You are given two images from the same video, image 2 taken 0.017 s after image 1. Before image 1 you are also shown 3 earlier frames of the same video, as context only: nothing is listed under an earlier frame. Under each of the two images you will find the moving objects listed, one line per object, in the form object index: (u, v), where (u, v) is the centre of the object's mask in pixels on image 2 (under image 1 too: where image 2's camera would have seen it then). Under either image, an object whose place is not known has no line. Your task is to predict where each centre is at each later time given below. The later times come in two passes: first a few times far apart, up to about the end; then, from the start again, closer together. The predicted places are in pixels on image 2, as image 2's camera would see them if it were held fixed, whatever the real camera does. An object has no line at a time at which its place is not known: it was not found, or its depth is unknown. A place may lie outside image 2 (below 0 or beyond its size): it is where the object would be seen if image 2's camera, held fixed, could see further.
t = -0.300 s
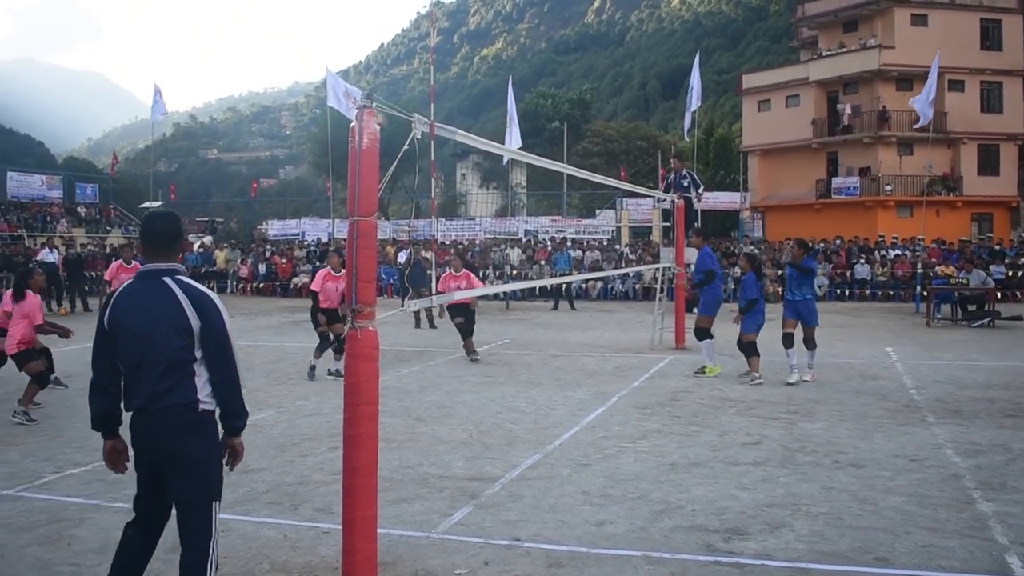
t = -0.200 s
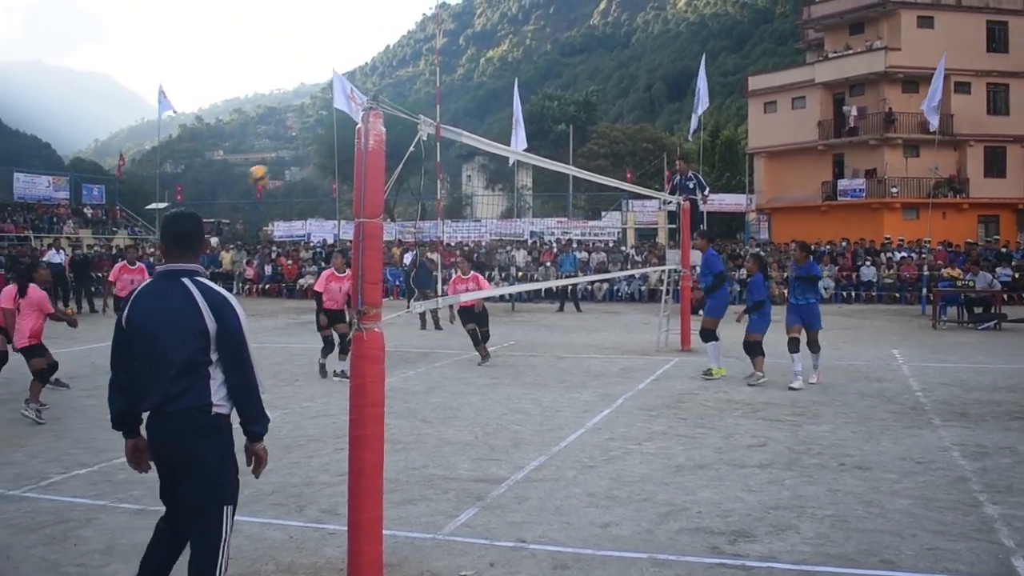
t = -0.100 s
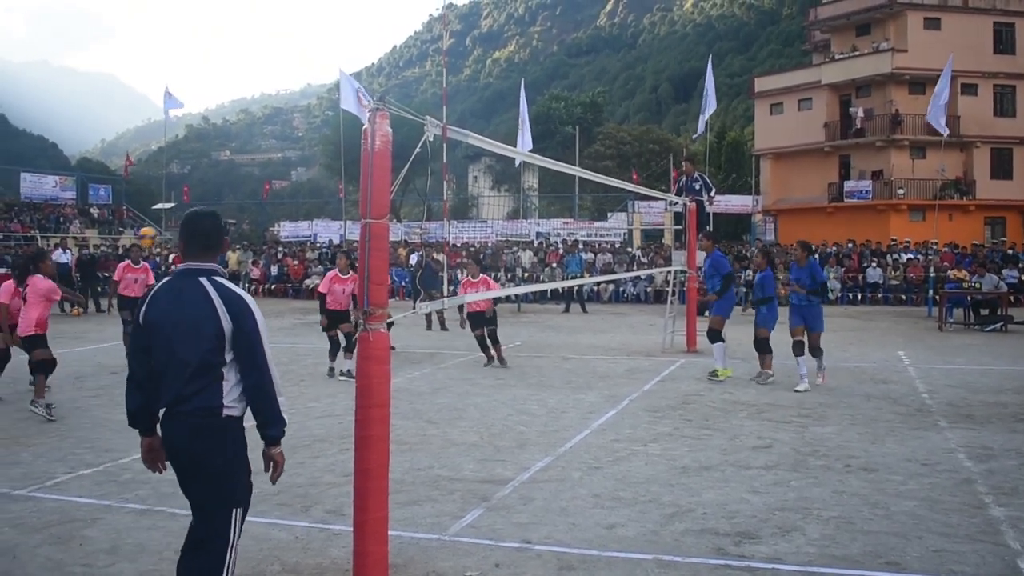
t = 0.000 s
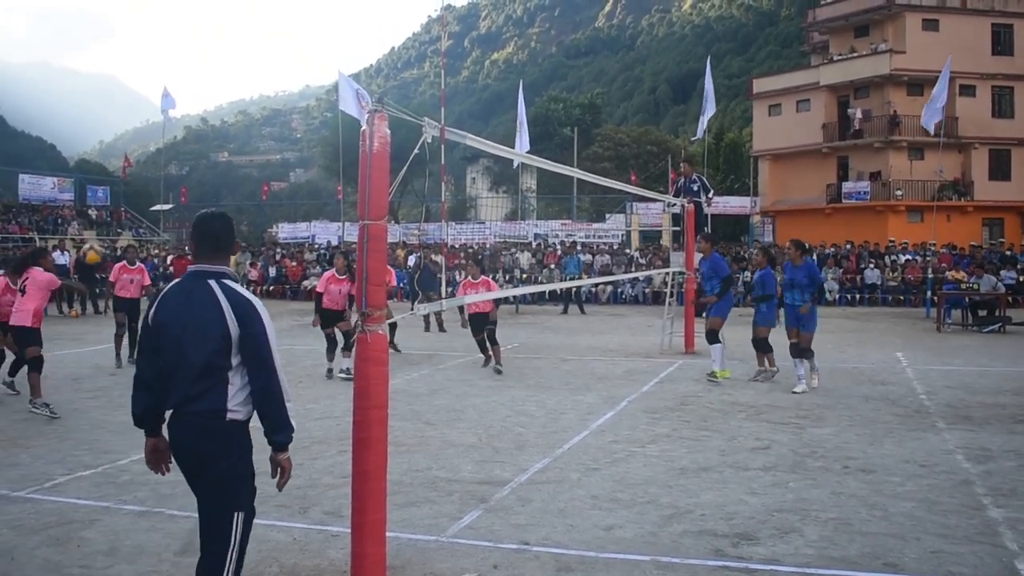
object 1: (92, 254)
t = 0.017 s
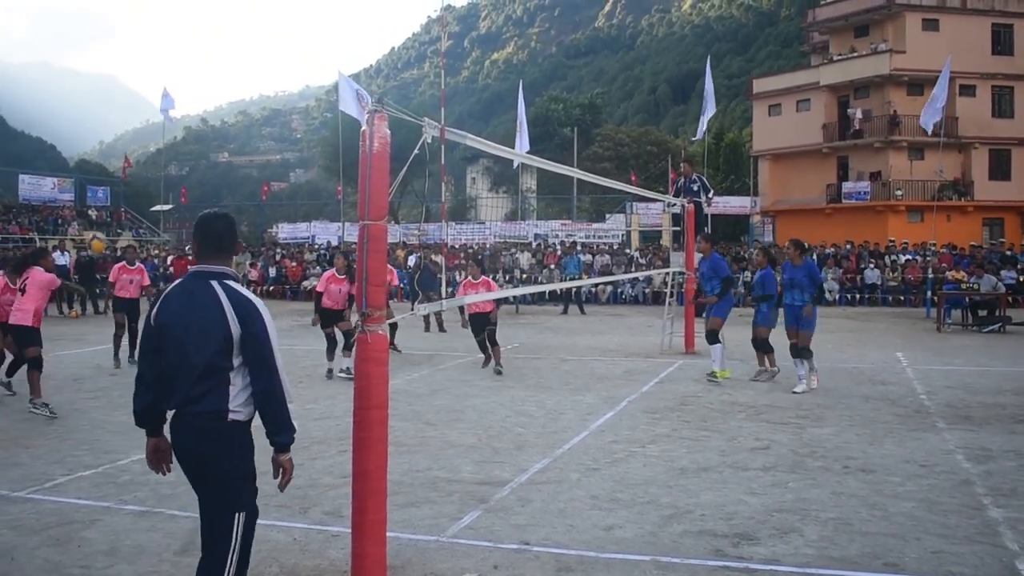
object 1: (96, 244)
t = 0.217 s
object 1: (168, 125)
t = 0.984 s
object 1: (443, 29)
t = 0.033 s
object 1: (103, 231)
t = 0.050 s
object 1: (109, 219)
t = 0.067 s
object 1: (115, 209)
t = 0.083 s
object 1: (120, 198)
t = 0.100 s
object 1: (126, 188)
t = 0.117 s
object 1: (133, 178)
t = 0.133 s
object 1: (138, 169)
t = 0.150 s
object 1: (143, 160)
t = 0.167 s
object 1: (149, 151)
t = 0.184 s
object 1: (155, 143)
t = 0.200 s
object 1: (161, 134)
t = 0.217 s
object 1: (168, 125)
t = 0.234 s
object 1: (174, 118)
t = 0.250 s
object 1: (180, 109)
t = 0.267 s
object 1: (187, 101)
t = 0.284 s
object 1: (193, 93)
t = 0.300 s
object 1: (198, 86)
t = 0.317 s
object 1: (204, 80)
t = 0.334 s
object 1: (209, 73)
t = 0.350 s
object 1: (215, 67)
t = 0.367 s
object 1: (220, 61)
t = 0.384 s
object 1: (226, 55)
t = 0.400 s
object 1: (230, 50)
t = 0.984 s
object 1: (443, 29)
